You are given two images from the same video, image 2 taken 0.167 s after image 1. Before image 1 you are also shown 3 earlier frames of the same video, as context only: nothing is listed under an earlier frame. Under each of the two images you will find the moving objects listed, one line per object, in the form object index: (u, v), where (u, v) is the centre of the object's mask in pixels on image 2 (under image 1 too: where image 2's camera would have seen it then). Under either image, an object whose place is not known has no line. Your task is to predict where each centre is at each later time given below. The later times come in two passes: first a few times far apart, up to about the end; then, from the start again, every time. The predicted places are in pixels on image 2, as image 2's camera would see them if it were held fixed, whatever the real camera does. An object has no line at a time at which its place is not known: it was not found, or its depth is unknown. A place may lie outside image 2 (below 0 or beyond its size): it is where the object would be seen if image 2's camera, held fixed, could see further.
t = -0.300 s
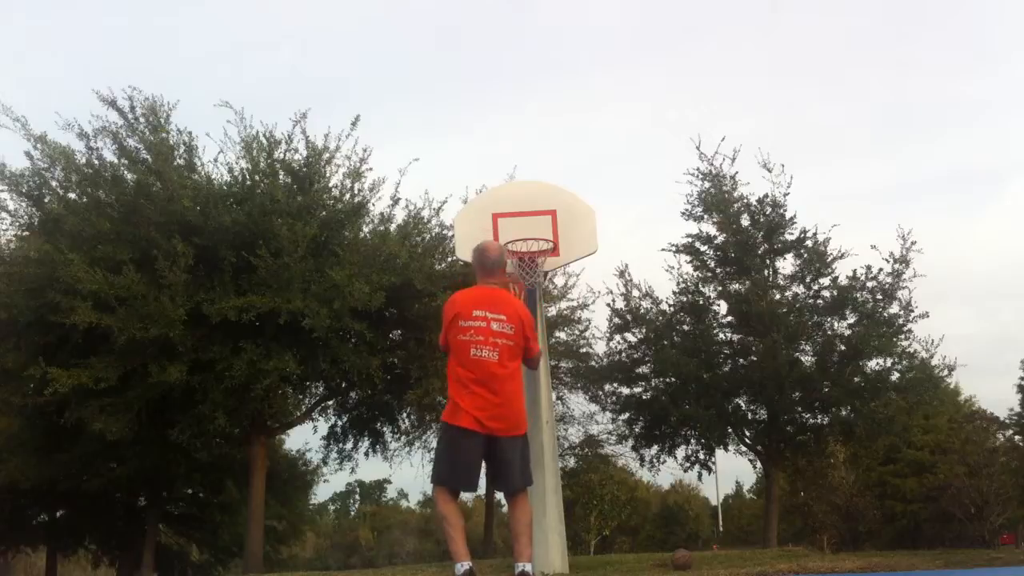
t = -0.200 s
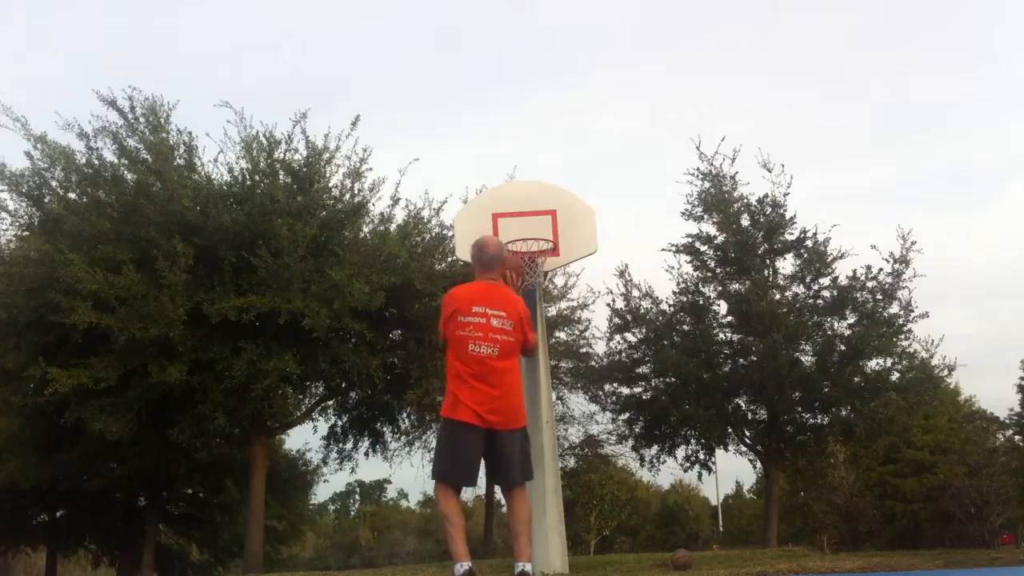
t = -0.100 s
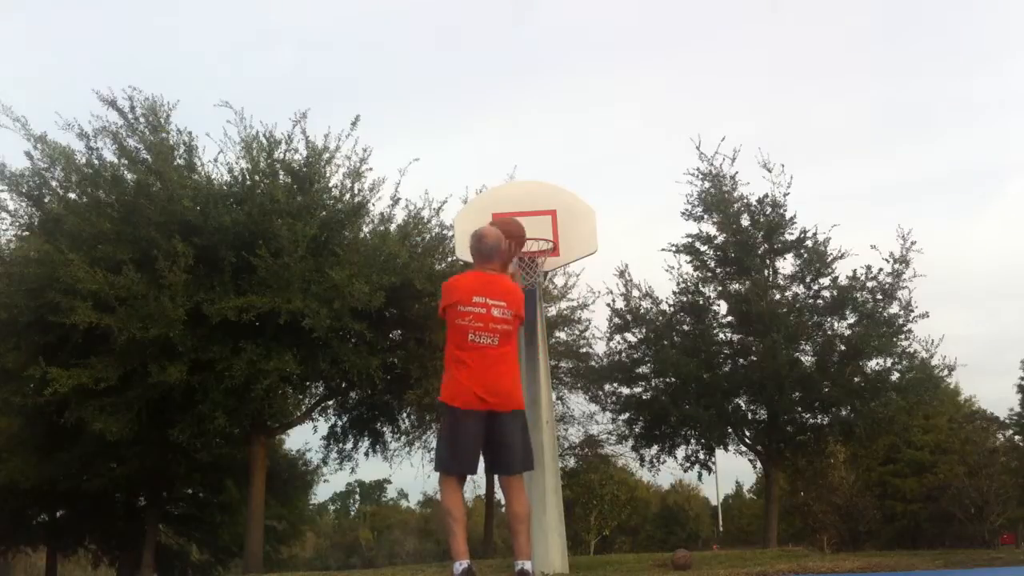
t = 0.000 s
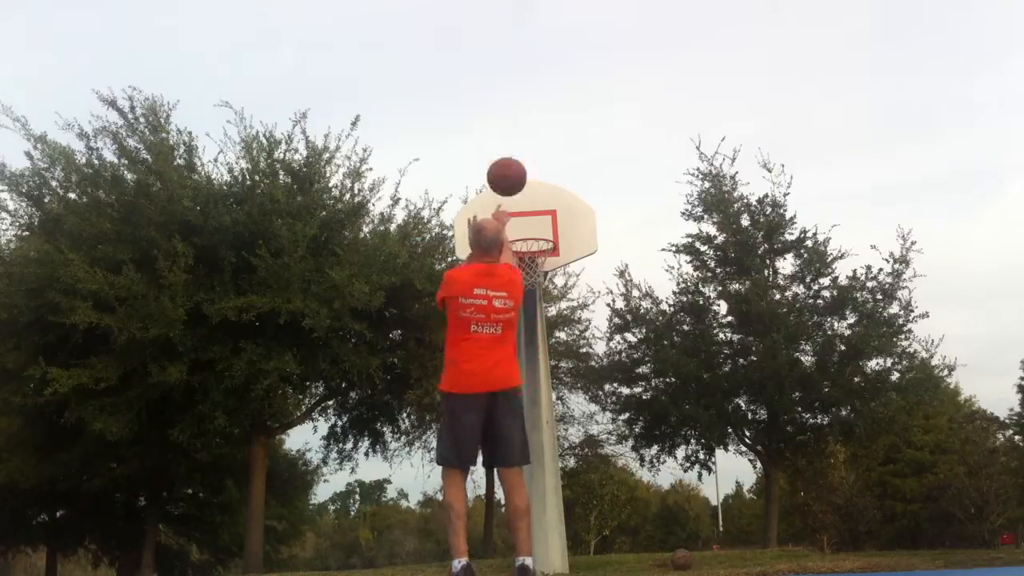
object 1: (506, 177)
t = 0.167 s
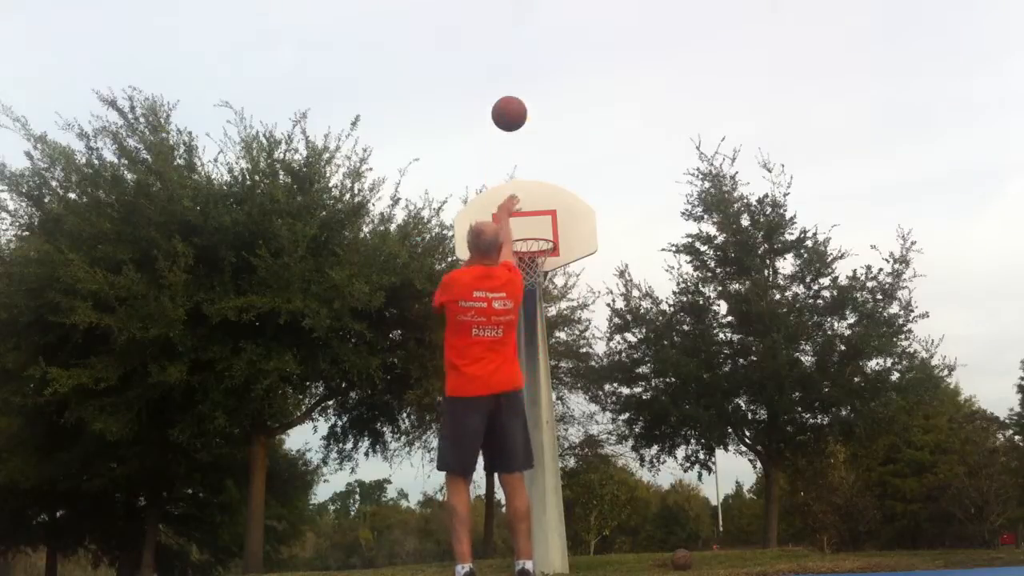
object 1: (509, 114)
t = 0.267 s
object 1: (511, 98)
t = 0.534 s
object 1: (518, 117)
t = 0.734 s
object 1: (525, 178)
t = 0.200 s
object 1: (510, 107)
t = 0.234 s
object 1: (510, 101)
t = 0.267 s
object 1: (511, 98)
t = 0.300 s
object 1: (512, 95)
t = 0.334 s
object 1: (513, 94)
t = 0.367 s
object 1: (513, 95)
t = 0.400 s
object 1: (514, 97)
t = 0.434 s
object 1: (515, 100)
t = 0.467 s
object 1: (516, 104)
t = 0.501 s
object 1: (517, 110)
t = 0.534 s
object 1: (518, 117)
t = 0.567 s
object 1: (519, 125)
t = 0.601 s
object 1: (520, 133)
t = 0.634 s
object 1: (521, 143)
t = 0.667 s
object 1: (522, 154)
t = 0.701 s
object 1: (524, 165)
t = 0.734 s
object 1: (525, 178)
